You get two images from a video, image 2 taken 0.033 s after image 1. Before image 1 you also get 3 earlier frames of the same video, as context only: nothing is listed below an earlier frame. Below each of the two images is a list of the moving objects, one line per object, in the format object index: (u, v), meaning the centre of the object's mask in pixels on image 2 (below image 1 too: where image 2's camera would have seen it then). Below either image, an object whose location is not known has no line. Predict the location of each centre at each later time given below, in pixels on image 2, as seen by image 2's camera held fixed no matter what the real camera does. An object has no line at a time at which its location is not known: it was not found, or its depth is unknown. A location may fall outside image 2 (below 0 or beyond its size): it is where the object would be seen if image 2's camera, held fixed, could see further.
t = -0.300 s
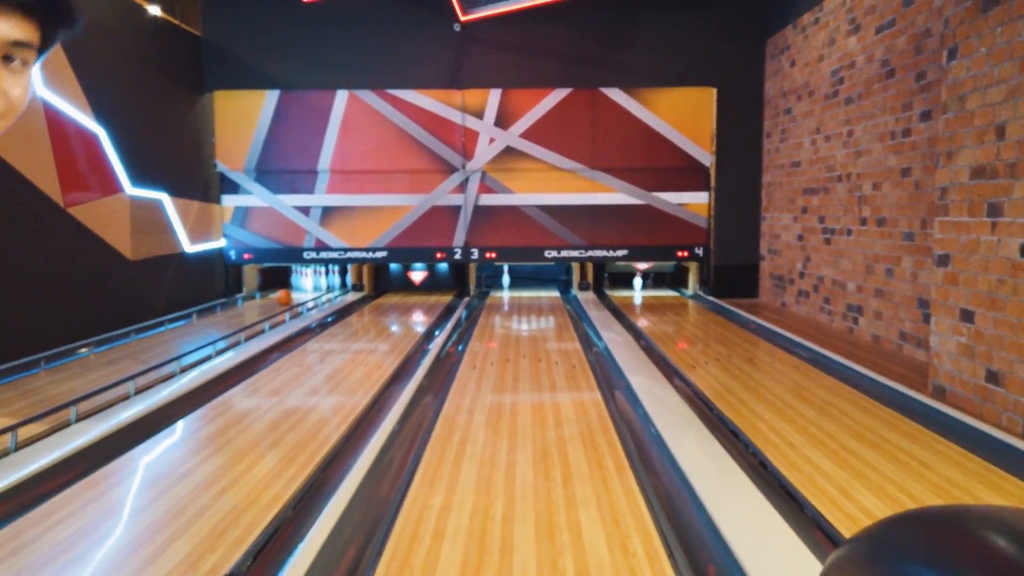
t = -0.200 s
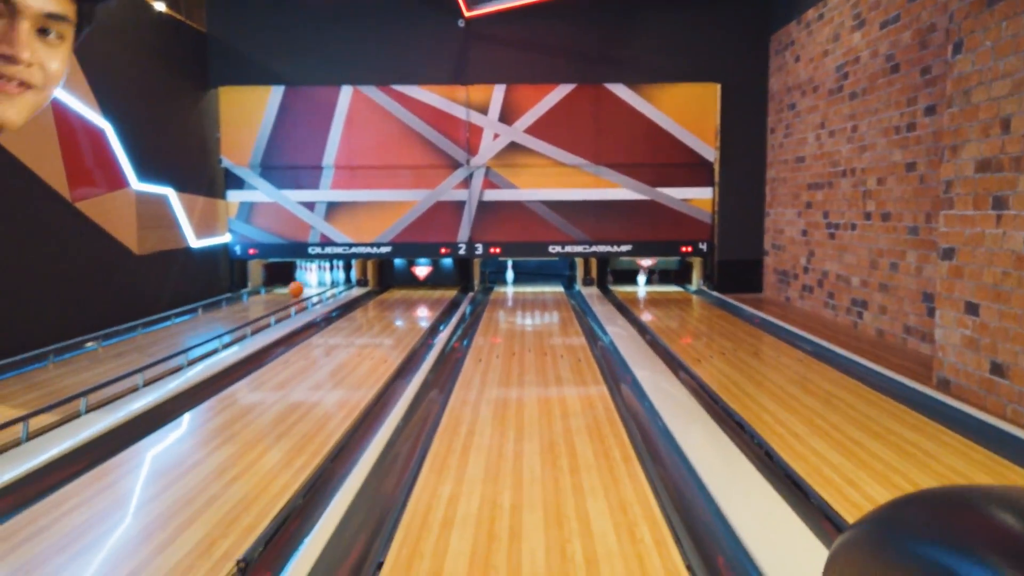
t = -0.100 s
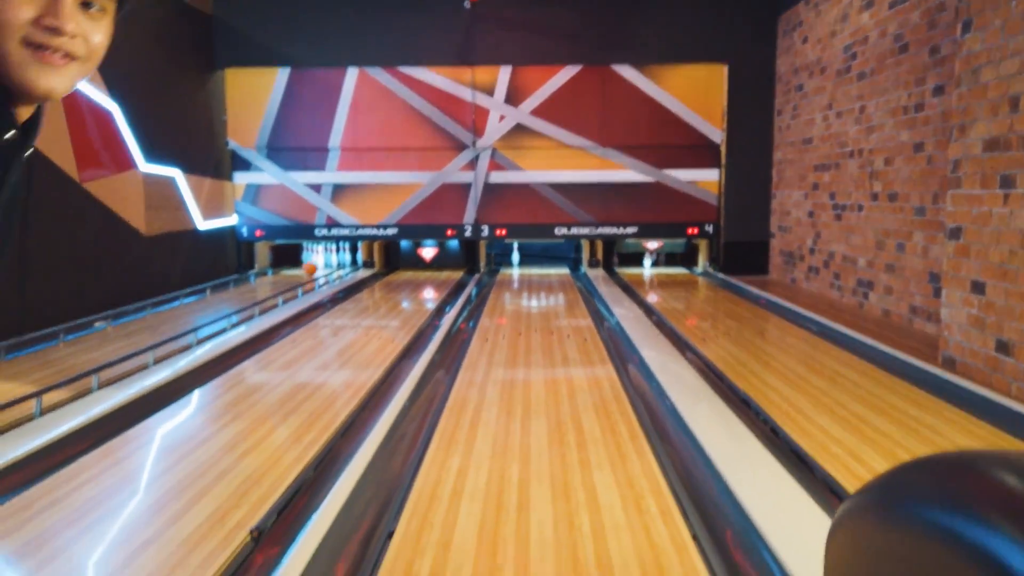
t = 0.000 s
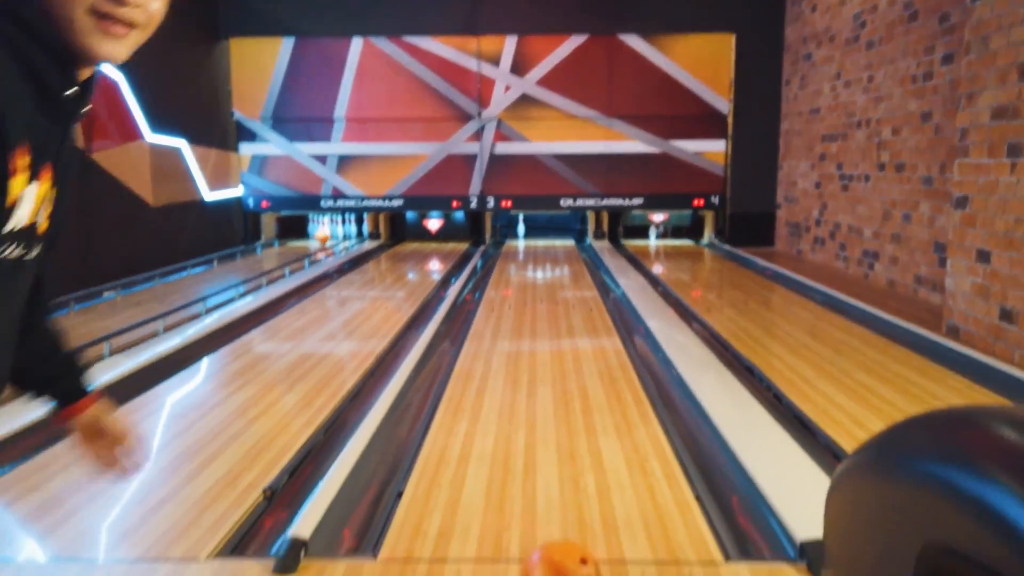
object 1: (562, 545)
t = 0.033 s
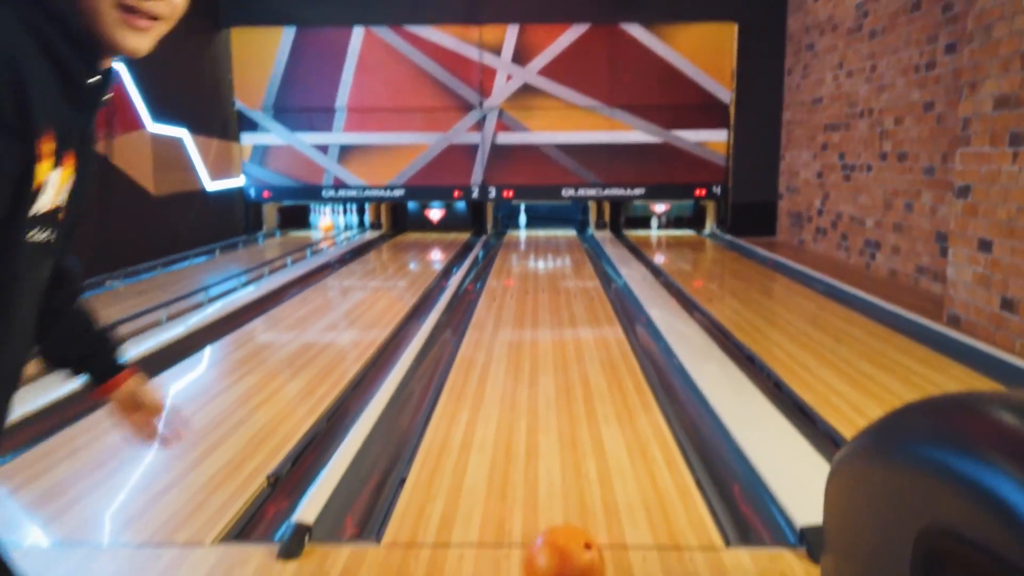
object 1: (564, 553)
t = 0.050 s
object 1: (565, 558)
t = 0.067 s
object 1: (566, 562)
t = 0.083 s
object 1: (567, 565)
